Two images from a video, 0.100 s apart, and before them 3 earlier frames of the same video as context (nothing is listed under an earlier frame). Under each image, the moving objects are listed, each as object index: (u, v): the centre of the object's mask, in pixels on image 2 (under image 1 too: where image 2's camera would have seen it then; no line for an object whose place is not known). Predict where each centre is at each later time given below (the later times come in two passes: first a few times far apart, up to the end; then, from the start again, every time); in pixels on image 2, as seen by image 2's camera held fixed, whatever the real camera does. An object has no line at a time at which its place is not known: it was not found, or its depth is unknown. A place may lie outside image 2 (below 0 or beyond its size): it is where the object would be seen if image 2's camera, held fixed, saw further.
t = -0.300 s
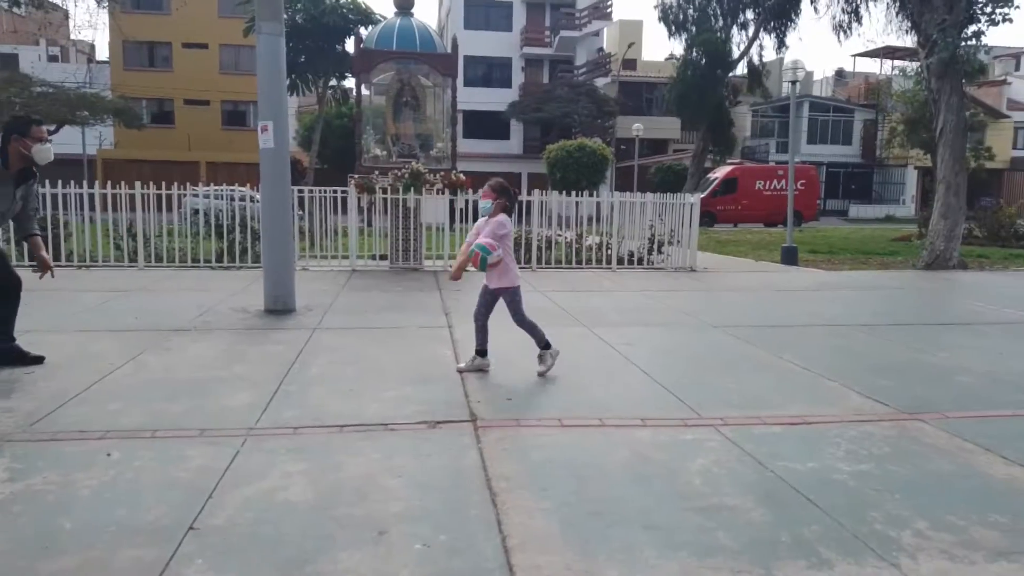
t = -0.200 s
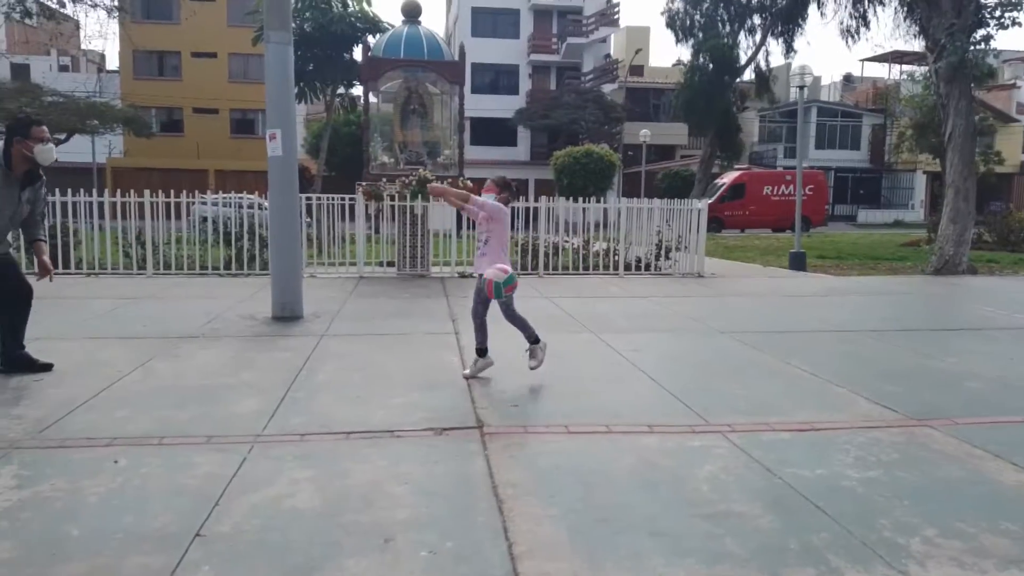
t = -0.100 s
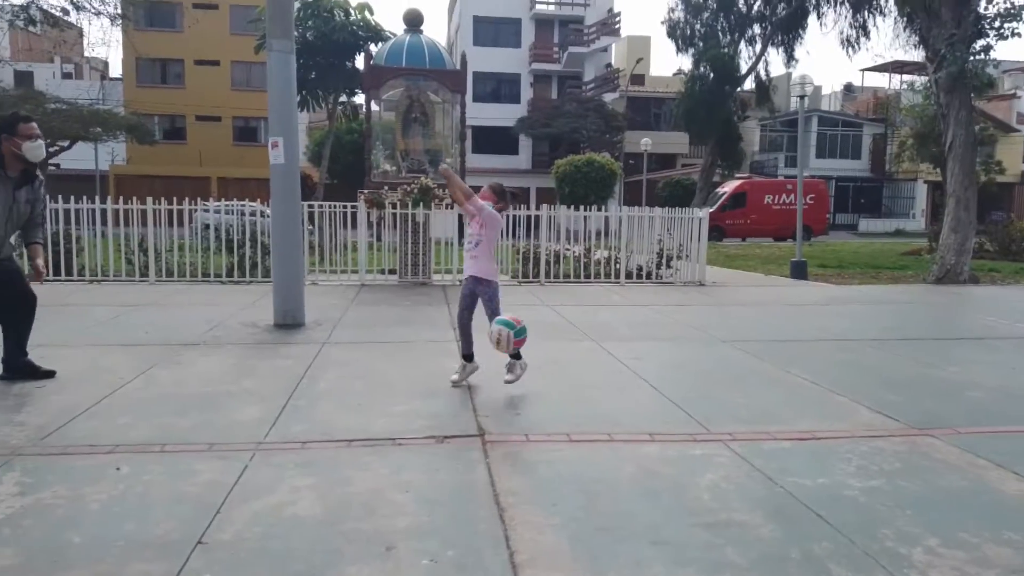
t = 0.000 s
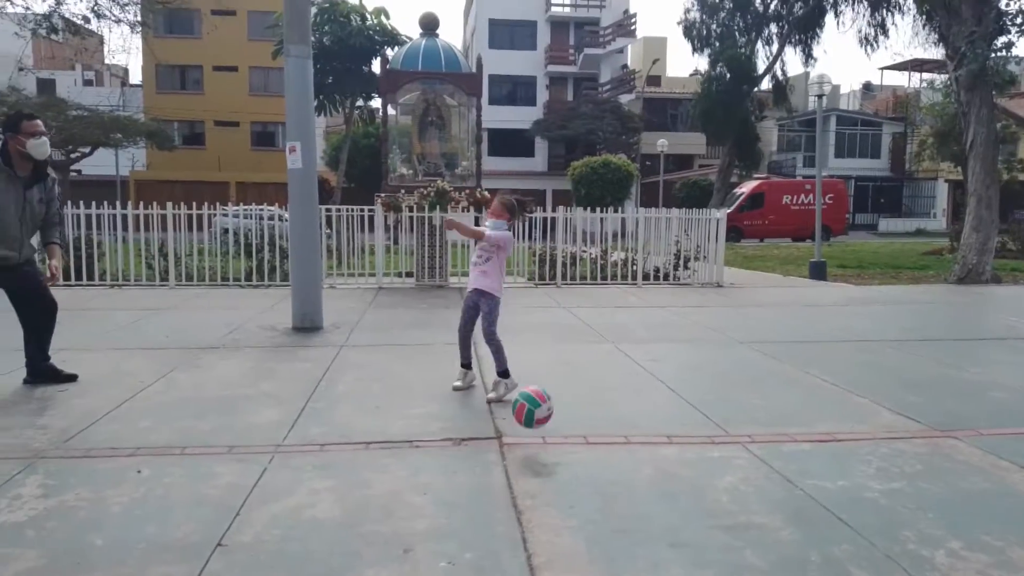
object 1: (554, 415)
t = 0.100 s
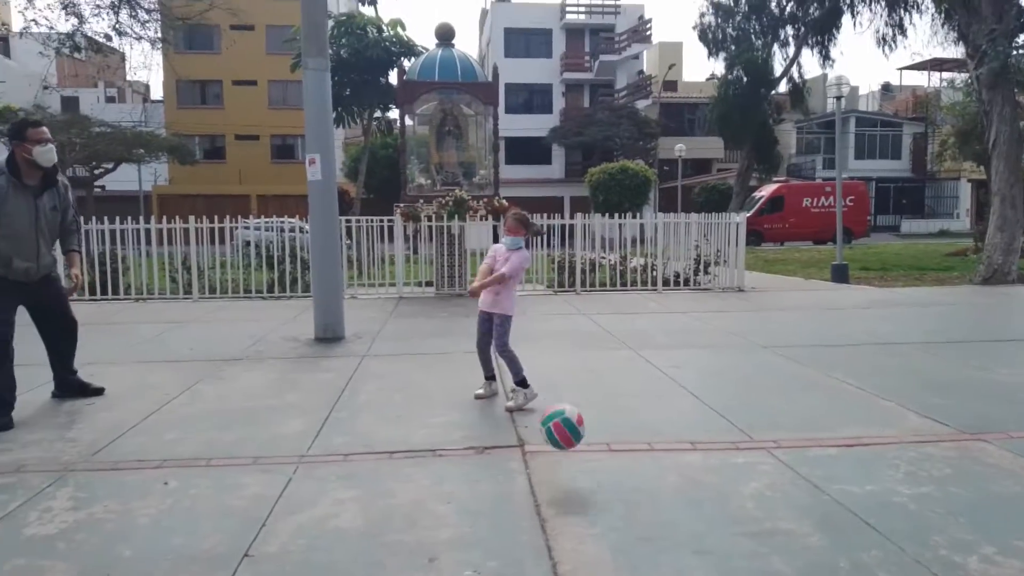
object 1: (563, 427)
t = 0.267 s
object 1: (576, 376)
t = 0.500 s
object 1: (606, 433)
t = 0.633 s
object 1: (631, 572)
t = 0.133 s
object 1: (564, 413)
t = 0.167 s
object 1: (567, 400)
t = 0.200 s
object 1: (569, 389)
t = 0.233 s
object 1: (572, 381)
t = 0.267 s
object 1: (576, 376)
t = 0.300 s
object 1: (579, 373)
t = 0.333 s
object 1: (582, 372)
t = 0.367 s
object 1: (586, 376)
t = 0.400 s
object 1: (590, 382)
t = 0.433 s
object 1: (595, 394)
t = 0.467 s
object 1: (601, 411)
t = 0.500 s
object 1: (606, 433)
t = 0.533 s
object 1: (612, 460)
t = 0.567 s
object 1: (618, 494)
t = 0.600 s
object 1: (625, 535)
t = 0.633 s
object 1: (631, 572)
